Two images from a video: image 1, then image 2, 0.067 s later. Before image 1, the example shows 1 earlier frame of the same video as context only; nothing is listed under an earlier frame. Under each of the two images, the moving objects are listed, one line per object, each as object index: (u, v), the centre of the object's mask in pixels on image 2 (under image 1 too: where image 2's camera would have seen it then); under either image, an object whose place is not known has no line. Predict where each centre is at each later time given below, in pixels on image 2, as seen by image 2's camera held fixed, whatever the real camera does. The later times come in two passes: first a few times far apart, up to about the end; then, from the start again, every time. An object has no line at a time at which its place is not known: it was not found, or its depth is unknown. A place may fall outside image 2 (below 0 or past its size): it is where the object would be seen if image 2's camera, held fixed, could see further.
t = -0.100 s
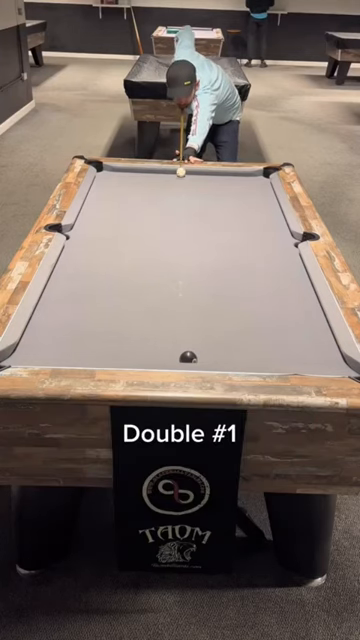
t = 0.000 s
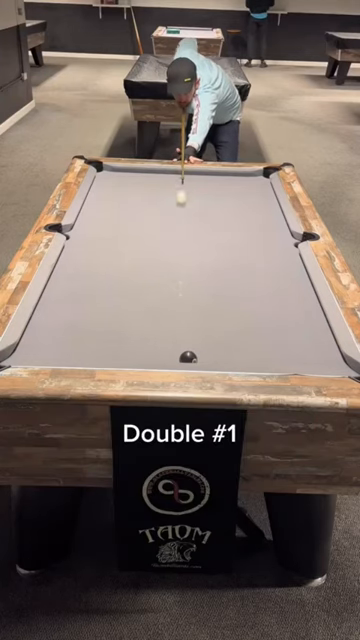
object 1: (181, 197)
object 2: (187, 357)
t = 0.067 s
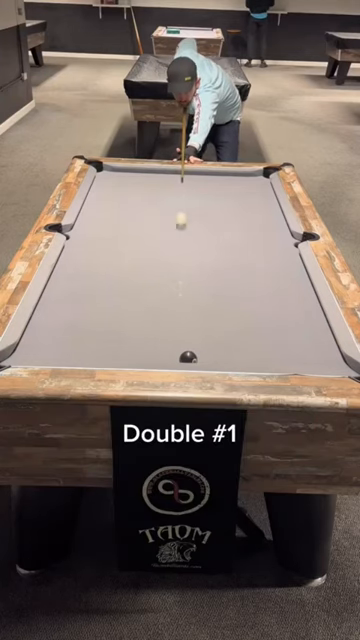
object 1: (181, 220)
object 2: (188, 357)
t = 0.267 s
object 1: (181, 323)
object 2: (188, 357)
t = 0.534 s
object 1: (70, 346)
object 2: (220, 285)
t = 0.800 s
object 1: (55, 351)
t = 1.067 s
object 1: (105, 352)
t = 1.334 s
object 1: (148, 347)
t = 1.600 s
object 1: (186, 341)
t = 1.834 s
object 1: (215, 336)
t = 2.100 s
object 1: (245, 331)
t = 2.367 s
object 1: (271, 327)
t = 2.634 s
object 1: (293, 323)
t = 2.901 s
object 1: (312, 319)
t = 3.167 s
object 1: (312, 316)
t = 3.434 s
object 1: (301, 313)
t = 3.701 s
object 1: (293, 312)
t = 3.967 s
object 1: (287, 310)
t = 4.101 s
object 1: (285, 310)
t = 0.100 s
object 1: (181, 233)
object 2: (187, 357)
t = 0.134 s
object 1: (181, 248)
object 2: (187, 357)
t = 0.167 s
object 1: (181, 264)
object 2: (187, 357)
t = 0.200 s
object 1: (181, 281)
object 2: (187, 357)
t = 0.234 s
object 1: (181, 301)
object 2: (187, 357)
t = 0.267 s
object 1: (181, 323)
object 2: (188, 357)
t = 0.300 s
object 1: (180, 346)
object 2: (188, 357)
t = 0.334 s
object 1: (165, 352)
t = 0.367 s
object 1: (146, 354)
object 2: (200, 338)
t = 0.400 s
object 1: (128, 355)
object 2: (205, 324)
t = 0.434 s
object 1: (112, 353)
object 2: (210, 313)
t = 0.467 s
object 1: (97, 351)
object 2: (214, 304)
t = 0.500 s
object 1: (84, 348)
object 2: (217, 294)
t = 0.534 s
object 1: (70, 346)
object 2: (220, 285)
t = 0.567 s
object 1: (57, 345)
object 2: (223, 277)
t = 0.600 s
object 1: (45, 344)
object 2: (226, 269)
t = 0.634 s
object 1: (32, 344)
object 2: (229, 262)
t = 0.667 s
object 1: (27, 345)
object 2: (231, 255)
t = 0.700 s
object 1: (34, 347)
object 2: (234, 248)
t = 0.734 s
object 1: (41, 349)
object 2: (236, 242)
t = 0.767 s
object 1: (48, 350)
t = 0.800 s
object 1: (55, 351)
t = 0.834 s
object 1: (62, 352)
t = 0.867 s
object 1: (69, 353)
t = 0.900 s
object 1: (76, 354)
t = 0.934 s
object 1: (82, 354)
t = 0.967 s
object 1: (88, 354)
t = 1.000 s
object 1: (94, 353)
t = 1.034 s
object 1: (100, 353)
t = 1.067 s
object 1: (105, 352)
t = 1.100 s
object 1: (111, 352)
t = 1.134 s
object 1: (117, 351)
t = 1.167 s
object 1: (122, 351)
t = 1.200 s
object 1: (127, 350)
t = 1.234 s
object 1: (133, 349)
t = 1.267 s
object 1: (138, 348)
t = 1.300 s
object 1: (144, 348)
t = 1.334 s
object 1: (148, 347)
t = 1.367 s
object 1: (153, 346)
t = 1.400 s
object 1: (158, 345)
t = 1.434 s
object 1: (163, 344)
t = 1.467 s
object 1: (168, 344)
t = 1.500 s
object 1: (173, 343)
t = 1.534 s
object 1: (177, 342)
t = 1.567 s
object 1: (182, 342)
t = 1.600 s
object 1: (186, 341)
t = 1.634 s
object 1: (191, 340)
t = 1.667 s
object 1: (195, 339)
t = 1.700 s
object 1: (199, 338)
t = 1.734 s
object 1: (203, 338)
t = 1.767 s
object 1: (207, 337)
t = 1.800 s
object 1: (211, 337)
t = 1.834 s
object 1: (215, 336)
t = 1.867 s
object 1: (219, 335)
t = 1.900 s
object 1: (223, 335)
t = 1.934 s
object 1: (227, 334)
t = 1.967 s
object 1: (231, 334)
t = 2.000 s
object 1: (234, 333)
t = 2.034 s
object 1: (238, 332)
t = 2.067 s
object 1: (242, 331)
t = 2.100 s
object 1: (245, 331)
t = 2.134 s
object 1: (249, 330)
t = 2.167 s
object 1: (252, 330)
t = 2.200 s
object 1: (255, 329)
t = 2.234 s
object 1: (259, 329)
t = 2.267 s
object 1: (262, 328)
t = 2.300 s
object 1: (264, 328)
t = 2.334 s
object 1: (268, 327)
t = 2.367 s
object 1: (271, 327)
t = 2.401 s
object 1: (274, 326)
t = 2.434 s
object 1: (277, 326)
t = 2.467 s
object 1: (279, 325)
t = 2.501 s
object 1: (282, 325)
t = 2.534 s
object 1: (285, 324)
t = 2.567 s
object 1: (288, 324)
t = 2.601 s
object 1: (290, 323)
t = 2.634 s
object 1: (293, 323)
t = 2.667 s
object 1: (295, 322)
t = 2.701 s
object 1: (298, 322)
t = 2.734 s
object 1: (300, 321)
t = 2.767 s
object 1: (303, 321)
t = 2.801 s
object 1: (305, 321)
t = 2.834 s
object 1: (307, 320)
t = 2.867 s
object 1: (310, 320)
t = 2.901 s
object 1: (312, 319)
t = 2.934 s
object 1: (314, 319)
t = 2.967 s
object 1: (316, 319)
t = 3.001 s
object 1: (318, 318)
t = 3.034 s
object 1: (318, 318)
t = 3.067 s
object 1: (317, 317)
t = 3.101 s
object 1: (315, 317)
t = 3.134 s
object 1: (313, 316)
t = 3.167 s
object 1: (312, 316)
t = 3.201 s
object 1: (310, 316)
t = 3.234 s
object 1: (308, 315)
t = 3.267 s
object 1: (307, 315)
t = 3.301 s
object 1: (306, 315)
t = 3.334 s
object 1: (304, 314)
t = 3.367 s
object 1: (303, 314)
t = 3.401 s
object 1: (302, 314)
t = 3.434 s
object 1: (301, 313)
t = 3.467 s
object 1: (299, 313)
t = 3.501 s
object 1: (298, 313)
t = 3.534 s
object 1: (297, 313)
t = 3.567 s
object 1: (296, 313)
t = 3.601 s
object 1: (295, 312)
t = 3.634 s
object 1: (294, 312)
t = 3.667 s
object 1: (293, 312)
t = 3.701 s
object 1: (293, 312)
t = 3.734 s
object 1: (292, 311)
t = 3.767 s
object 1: (291, 311)
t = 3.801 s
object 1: (290, 311)
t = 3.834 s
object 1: (289, 311)
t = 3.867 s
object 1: (289, 311)
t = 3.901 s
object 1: (288, 311)
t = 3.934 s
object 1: (288, 310)
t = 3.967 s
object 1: (287, 310)
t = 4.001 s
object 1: (287, 310)
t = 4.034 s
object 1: (286, 310)
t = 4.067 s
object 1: (286, 310)
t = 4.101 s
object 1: (285, 310)
